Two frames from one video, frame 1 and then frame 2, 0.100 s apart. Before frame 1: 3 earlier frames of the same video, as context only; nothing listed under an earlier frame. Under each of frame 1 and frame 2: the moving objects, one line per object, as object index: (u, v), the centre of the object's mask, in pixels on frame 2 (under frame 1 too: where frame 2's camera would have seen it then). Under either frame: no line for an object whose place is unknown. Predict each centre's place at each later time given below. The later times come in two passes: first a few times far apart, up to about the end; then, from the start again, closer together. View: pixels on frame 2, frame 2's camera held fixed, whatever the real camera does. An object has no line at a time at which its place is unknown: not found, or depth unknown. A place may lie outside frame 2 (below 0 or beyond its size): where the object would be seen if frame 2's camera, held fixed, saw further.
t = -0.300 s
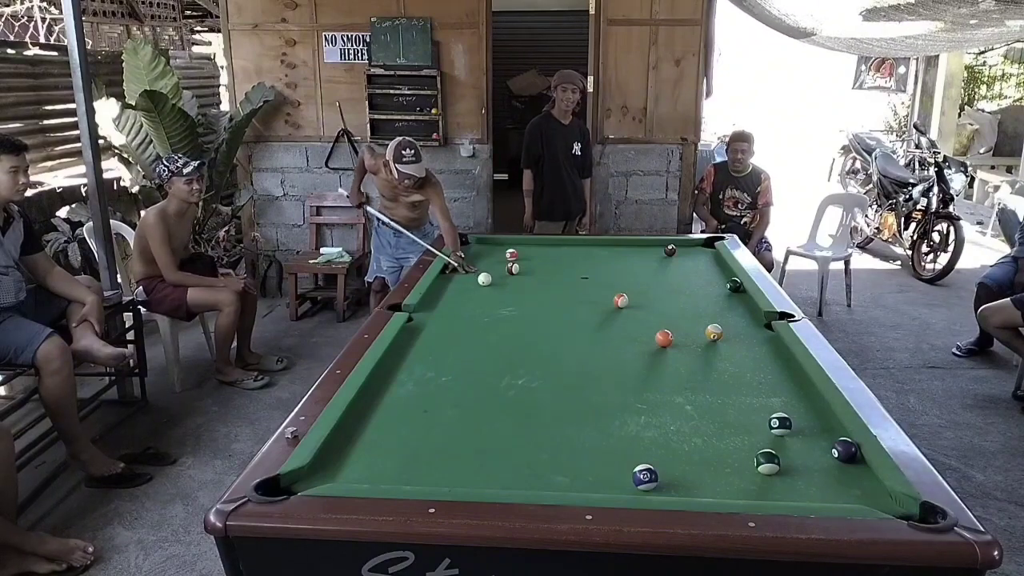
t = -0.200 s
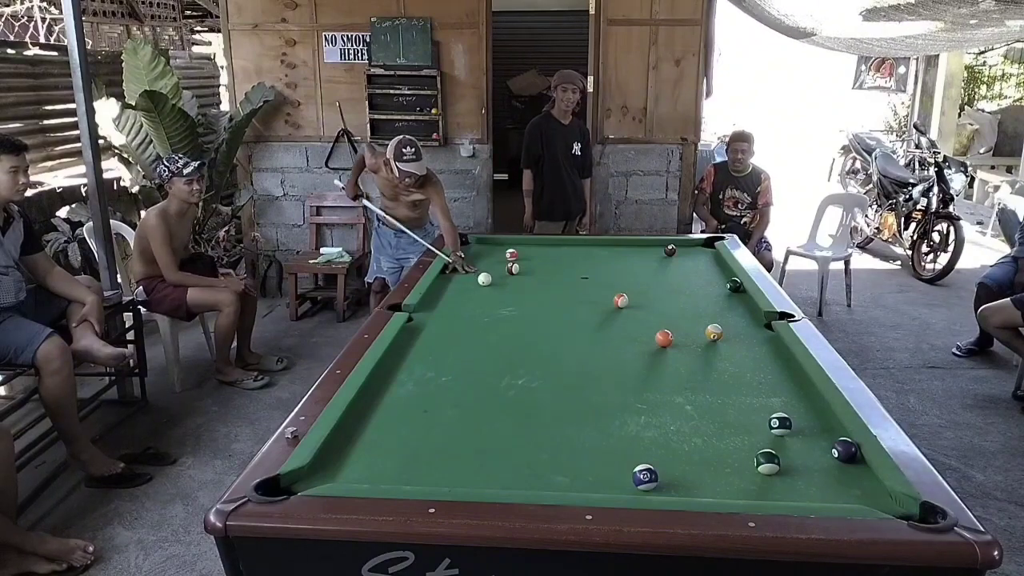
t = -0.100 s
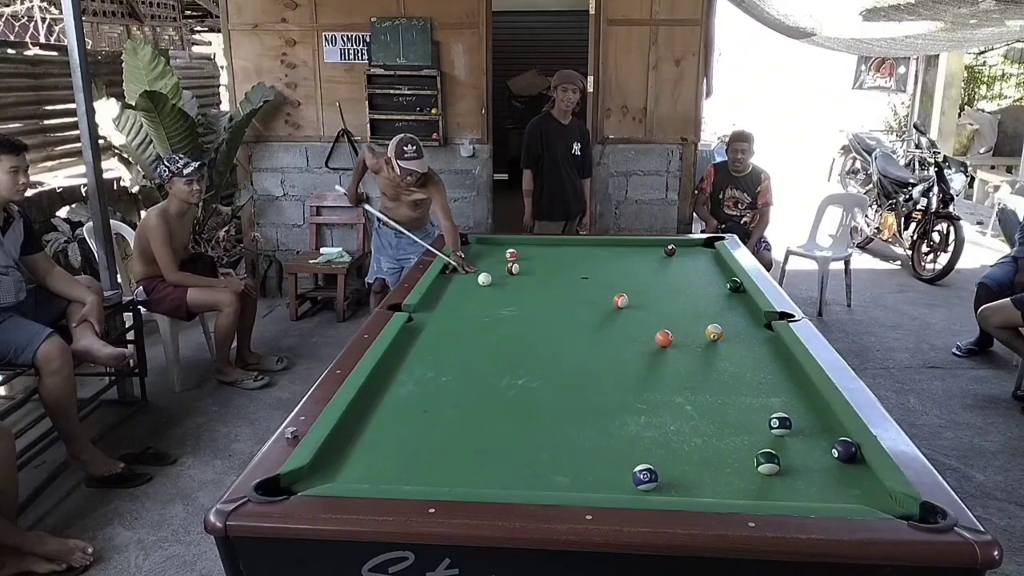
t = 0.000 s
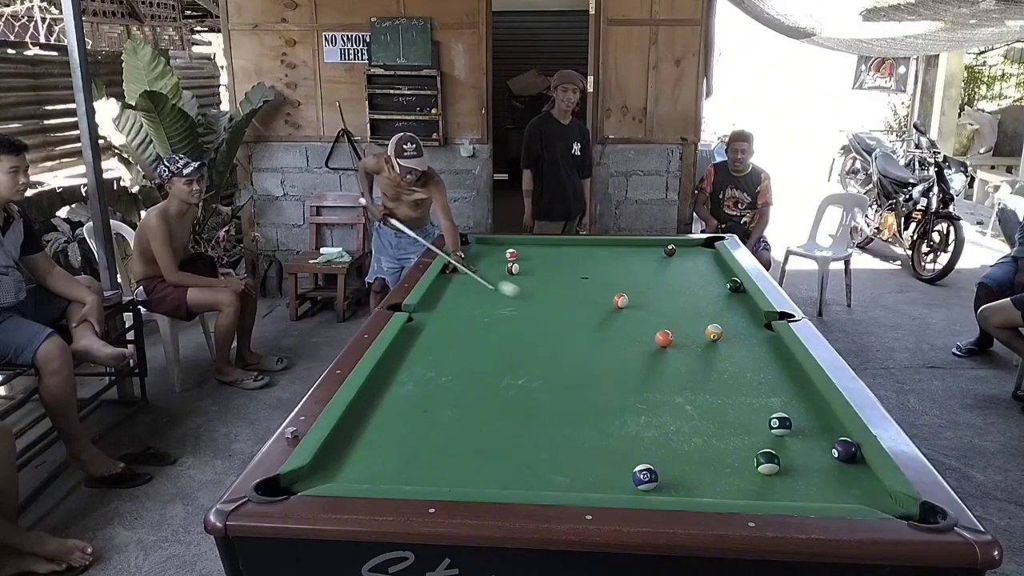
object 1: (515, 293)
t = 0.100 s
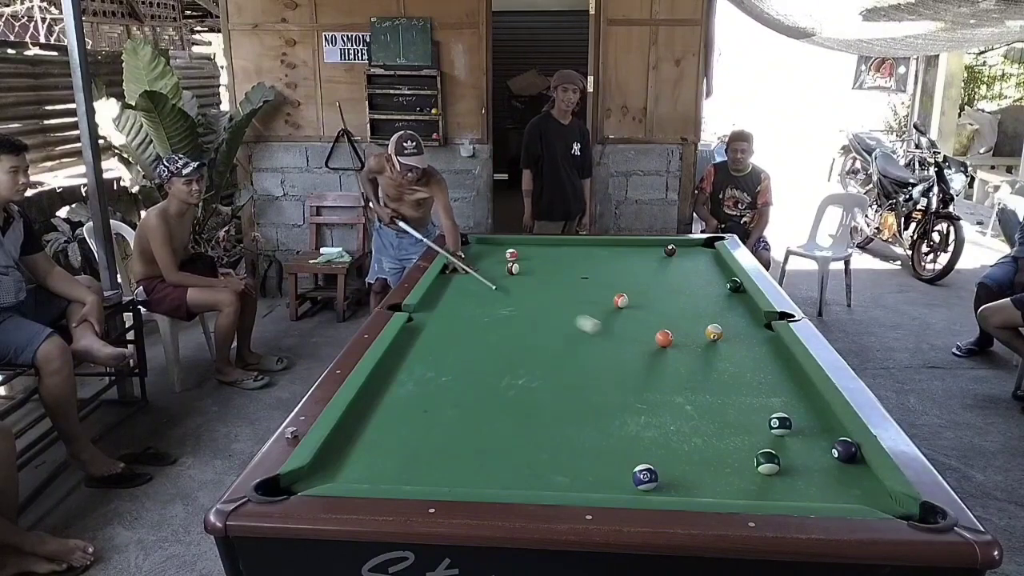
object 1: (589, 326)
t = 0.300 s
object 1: (826, 429)
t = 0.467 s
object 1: (738, 431)
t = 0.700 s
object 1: (622, 421)
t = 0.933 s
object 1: (518, 412)
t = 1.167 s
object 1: (421, 403)
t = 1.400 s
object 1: (389, 392)
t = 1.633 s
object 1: (438, 377)
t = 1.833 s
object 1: (475, 365)
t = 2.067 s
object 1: (514, 354)
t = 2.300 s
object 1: (550, 343)
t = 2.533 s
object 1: (581, 333)
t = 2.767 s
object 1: (611, 325)
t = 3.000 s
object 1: (638, 316)
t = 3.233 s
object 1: (663, 309)
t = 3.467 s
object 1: (685, 303)
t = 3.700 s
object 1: (706, 297)
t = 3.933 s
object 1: (725, 291)
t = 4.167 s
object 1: (736, 289)
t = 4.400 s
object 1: (729, 290)
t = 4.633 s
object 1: (724, 290)
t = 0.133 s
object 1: (620, 340)
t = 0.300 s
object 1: (826, 429)
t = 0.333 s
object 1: (824, 438)
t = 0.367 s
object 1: (801, 436)
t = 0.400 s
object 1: (778, 435)
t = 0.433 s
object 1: (757, 433)
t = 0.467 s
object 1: (738, 431)
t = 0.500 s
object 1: (719, 430)
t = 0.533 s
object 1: (703, 429)
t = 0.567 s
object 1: (686, 427)
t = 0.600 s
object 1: (670, 426)
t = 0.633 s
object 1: (654, 424)
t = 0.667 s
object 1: (638, 422)
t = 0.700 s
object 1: (622, 421)
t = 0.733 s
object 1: (607, 420)
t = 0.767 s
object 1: (591, 418)
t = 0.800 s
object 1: (576, 417)
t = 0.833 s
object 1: (561, 415)
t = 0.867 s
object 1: (547, 414)
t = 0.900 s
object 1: (532, 413)
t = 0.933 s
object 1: (518, 412)
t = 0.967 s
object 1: (504, 410)
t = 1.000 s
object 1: (490, 409)
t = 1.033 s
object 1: (476, 408)
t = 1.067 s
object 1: (462, 407)
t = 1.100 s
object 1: (448, 406)
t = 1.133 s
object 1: (434, 404)
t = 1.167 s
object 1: (421, 403)
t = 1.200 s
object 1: (408, 402)
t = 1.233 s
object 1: (394, 401)
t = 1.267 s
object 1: (381, 400)
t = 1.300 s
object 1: (369, 398)
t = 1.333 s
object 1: (370, 397)
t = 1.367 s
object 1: (380, 394)
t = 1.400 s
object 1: (389, 392)
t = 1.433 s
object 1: (397, 390)
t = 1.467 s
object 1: (404, 387)
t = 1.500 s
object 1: (411, 385)
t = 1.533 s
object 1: (418, 383)
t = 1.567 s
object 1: (425, 381)
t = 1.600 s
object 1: (432, 379)
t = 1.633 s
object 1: (438, 377)
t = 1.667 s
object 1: (445, 375)
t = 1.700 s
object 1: (451, 373)
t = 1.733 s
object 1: (457, 371)
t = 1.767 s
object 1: (463, 369)
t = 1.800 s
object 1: (469, 367)
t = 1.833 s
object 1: (475, 365)
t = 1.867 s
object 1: (481, 364)
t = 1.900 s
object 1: (487, 362)
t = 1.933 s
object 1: (493, 360)
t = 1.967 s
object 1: (498, 359)
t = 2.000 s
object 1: (504, 357)
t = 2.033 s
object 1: (509, 355)
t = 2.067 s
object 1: (514, 354)
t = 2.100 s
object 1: (520, 352)
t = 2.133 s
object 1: (525, 350)
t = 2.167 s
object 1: (530, 349)
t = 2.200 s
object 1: (535, 347)
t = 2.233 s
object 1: (540, 346)
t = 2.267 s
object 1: (544, 345)
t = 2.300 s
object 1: (550, 343)
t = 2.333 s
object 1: (554, 342)
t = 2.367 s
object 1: (558, 340)
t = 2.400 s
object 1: (563, 339)
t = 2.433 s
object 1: (568, 338)
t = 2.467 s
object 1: (572, 336)
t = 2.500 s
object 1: (577, 335)
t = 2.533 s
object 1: (581, 333)
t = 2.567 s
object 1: (586, 332)
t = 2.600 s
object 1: (590, 331)
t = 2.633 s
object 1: (594, 330)
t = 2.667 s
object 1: (598, 329)
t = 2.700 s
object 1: (602, 327)
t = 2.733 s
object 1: (607, 326)
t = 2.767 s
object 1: (611, 325)
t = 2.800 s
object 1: (615, 324)
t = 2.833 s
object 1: (619, 322)
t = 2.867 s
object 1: (623, 321)
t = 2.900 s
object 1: (626, 320)
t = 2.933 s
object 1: (630, 319)
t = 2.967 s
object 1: (634, 318)
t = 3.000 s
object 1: (638, 316)
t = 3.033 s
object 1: (641, 316)
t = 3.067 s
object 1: (645, 315)
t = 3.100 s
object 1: (649, 314)
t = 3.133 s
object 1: (652, 313)
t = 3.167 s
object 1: (656, 311)
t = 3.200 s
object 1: (659, 310)
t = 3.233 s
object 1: (663, 309)
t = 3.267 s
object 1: (666, 308)
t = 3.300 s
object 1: (670, 308)
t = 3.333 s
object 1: (672, 307)
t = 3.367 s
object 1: (676, 306)
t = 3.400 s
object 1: (679, 305)
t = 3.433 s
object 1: (682, 304)
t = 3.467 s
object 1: (685, 303)
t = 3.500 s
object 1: (688, 302)
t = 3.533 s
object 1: (691, 301)
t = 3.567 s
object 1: (694, 300)
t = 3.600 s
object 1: (697, 299)
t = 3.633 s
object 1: (700, 299)
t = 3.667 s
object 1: (703, 298)
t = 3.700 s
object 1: (706, 297)
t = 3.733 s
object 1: (709, 296)
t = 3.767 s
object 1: (712, 295)
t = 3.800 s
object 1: (714, 294)
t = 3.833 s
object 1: (717, 293)
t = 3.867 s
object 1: (720, 292)
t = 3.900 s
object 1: (723, 291)
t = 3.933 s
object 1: (725, 291)
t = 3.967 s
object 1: (728, 290)
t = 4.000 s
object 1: (730, 289)
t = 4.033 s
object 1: (733, 288)
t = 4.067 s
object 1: (735, 289)
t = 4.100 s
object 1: (737, 288)
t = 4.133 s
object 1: (737, 289)
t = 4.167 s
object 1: (736, 289)
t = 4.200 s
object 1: (735, 288)
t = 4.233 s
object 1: (734, 289)
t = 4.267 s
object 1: (733, 289)
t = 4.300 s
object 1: (732, 289)
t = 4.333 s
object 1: (732, 289)
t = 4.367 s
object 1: (731, 289)
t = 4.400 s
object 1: (729, 290)
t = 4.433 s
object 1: (728, 290)
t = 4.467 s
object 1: (728, 290)
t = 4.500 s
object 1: (727, 290)
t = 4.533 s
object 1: (726, 290)
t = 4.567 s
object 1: (726, 290)
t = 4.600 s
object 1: (725, 290)
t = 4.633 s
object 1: (724, 290)
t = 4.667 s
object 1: (724, 291)
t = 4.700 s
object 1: (723, 291)
